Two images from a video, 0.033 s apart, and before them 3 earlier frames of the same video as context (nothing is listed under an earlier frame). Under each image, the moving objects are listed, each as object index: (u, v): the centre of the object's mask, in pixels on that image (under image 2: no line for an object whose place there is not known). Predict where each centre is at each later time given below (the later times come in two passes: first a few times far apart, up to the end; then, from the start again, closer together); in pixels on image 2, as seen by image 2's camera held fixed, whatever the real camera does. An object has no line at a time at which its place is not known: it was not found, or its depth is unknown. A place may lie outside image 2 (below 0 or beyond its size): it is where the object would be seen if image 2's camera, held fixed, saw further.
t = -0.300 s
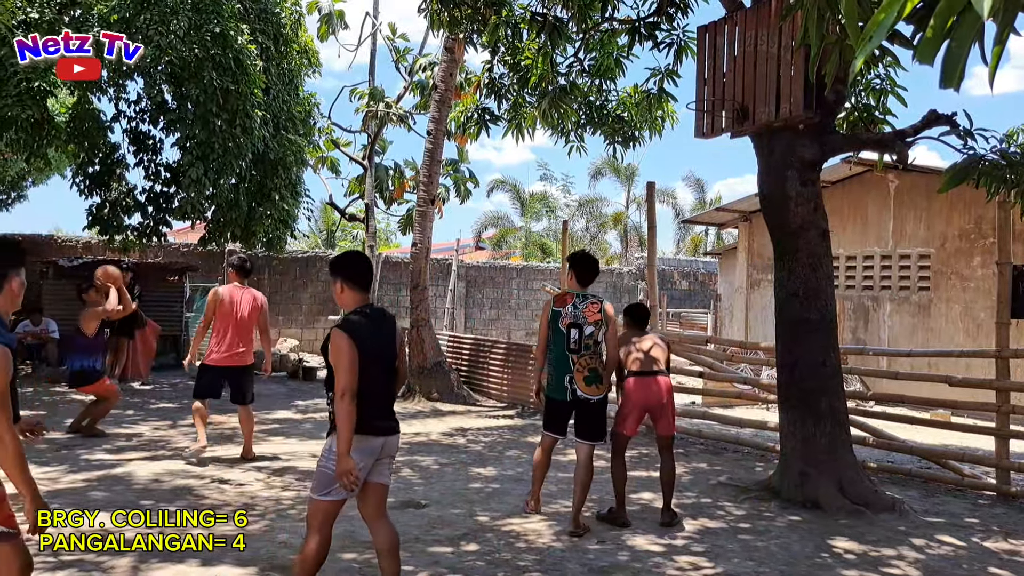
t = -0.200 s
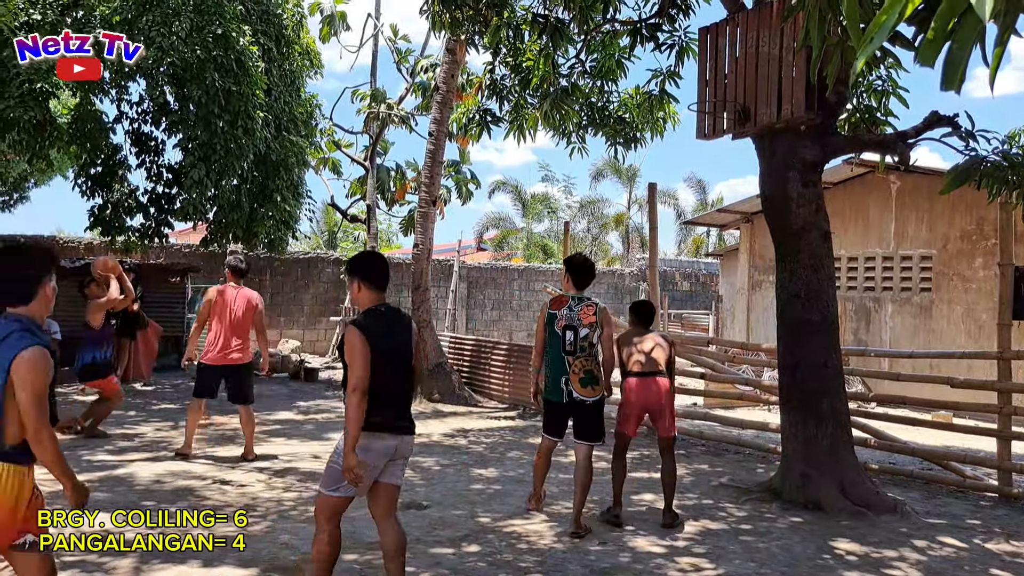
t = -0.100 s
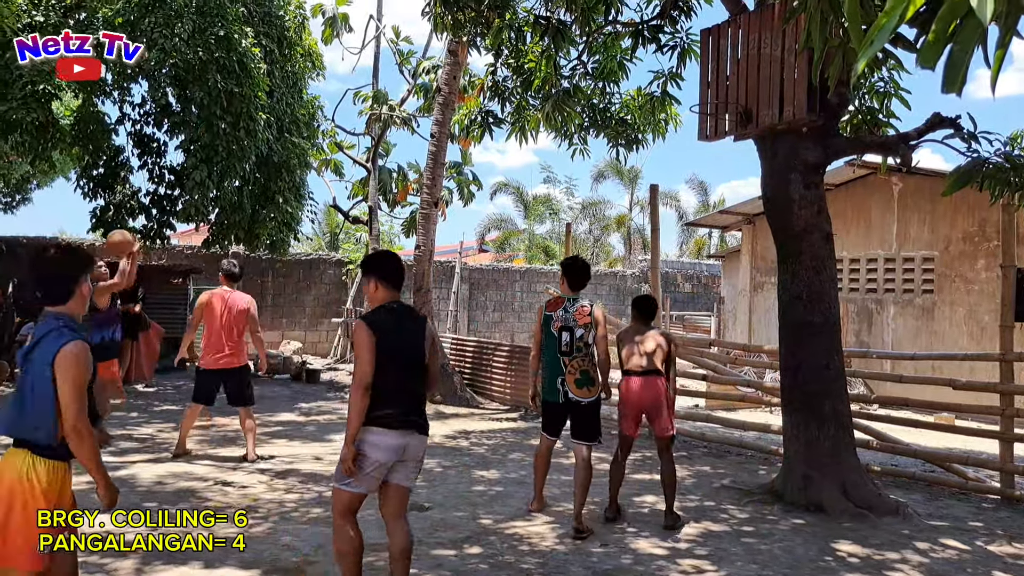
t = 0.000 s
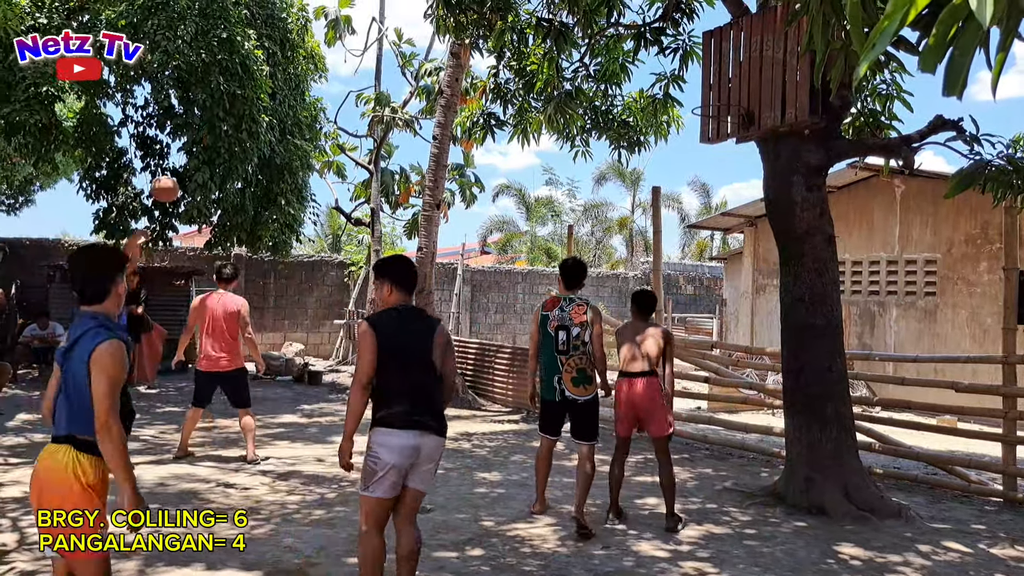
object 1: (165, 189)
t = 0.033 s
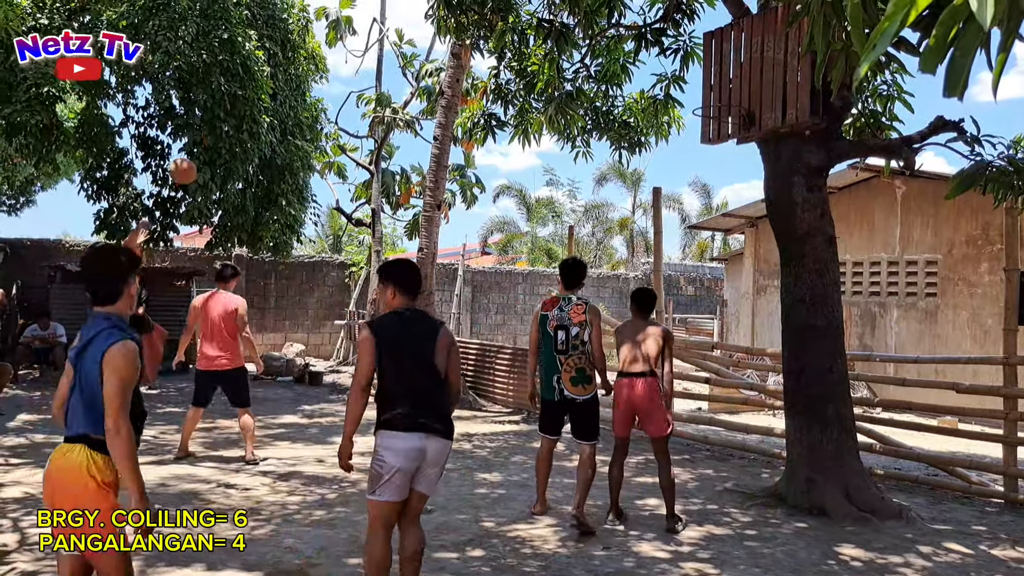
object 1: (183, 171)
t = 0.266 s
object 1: (304, 67)
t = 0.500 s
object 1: (436, 14)
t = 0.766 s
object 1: (600, 30)
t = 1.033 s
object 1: (732, 65)
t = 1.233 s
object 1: (735, -3)
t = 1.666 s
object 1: (741, 7)
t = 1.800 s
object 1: (739, 88)
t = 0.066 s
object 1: (200, 153)
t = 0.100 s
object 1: (216, 136)
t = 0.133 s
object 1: (233, 120)
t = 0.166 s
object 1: (251, 105)
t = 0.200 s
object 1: (269, 91)
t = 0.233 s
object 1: (286, 78)
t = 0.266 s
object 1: (304, 67)
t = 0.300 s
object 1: (322, 56)
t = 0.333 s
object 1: (341, 46)
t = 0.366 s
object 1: (360, 37)
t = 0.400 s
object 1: (378, 29)
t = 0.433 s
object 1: (398, 23)
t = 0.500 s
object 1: (436, 14)
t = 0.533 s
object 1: (455, 11)
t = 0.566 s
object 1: (476, 9)
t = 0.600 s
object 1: (495, 9)
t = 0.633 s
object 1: (515, 11)
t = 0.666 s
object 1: (537, 13)
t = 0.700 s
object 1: (558, 17)
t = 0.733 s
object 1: (579, 23)
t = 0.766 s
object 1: (600, 30)
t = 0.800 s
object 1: (622, 38)
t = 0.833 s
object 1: (645, 49)
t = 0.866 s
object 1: (667, 61)
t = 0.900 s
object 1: (689, 74)
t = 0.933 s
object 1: (709, 90)
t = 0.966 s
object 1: (730, 100)
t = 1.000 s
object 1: (731, 83)
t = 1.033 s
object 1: (732, 65)
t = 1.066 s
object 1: (733, 47)
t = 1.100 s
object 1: (736, 32)
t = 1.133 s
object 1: (736, 18)
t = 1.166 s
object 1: (737, 8)
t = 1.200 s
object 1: (738, 3)
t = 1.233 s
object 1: (735, -3)
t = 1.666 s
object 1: (741, 7)
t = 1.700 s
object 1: (742, 17)
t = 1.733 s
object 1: (741, 36)
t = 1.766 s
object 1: (740, 61)
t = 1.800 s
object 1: (739, 88)
